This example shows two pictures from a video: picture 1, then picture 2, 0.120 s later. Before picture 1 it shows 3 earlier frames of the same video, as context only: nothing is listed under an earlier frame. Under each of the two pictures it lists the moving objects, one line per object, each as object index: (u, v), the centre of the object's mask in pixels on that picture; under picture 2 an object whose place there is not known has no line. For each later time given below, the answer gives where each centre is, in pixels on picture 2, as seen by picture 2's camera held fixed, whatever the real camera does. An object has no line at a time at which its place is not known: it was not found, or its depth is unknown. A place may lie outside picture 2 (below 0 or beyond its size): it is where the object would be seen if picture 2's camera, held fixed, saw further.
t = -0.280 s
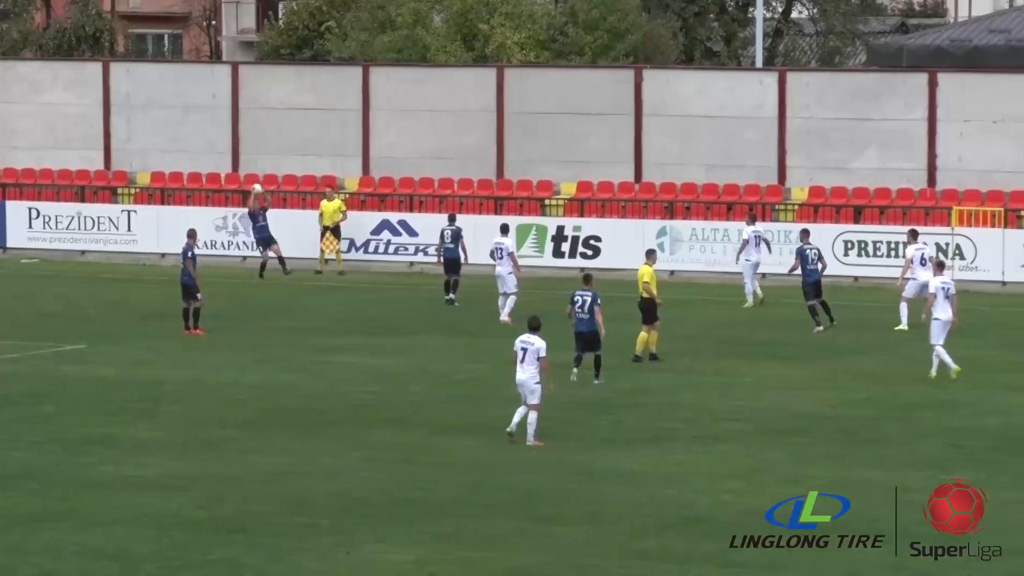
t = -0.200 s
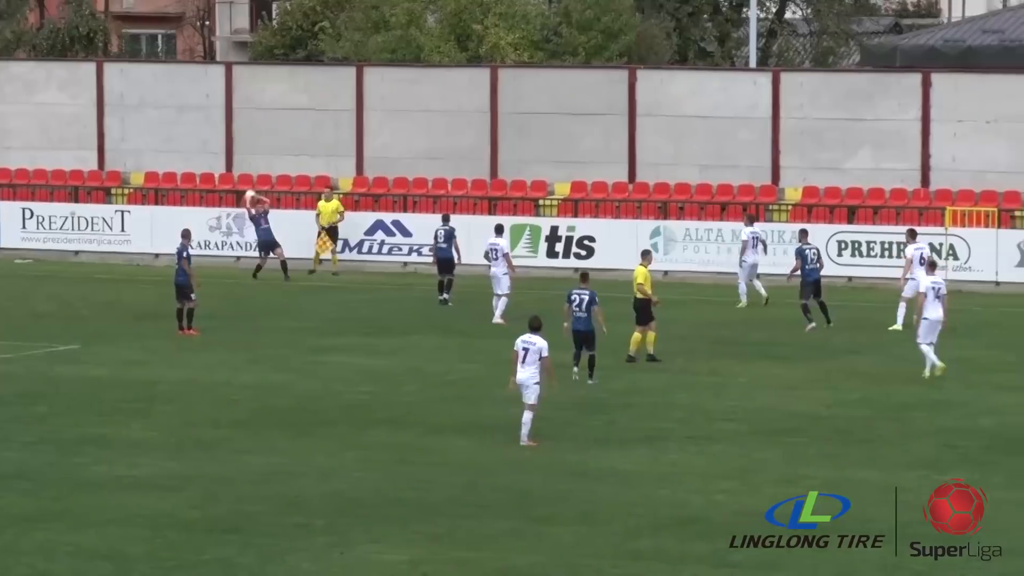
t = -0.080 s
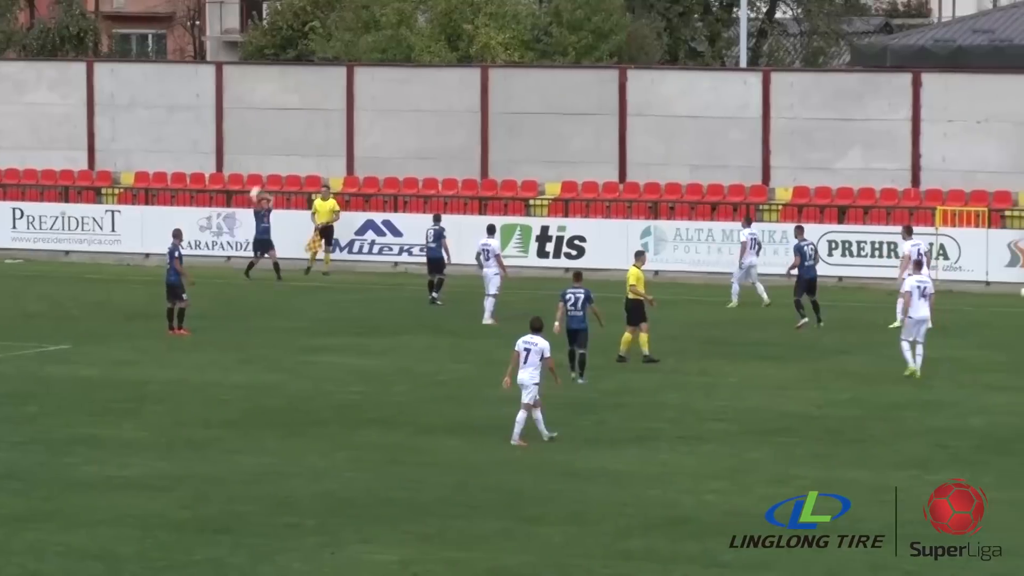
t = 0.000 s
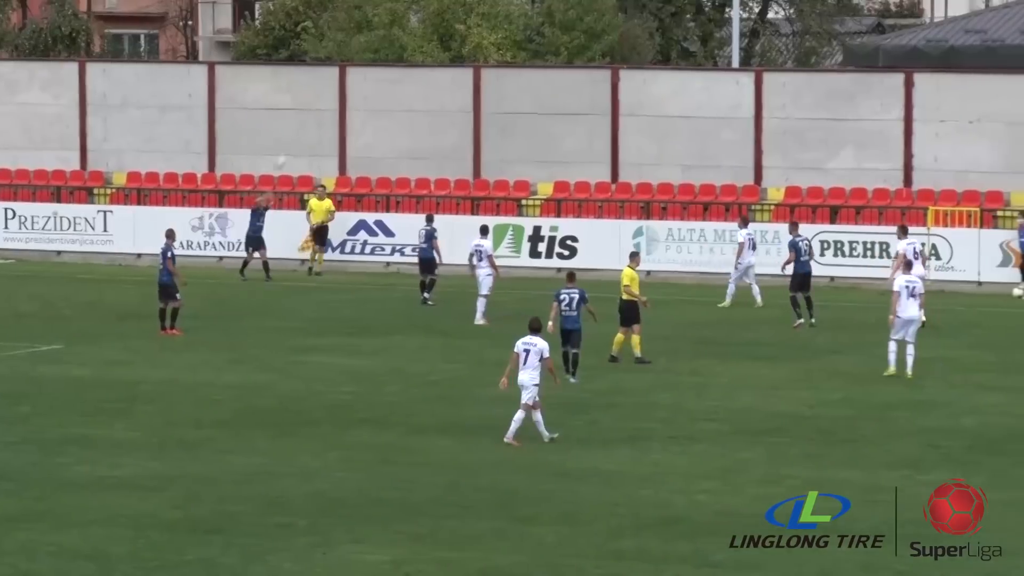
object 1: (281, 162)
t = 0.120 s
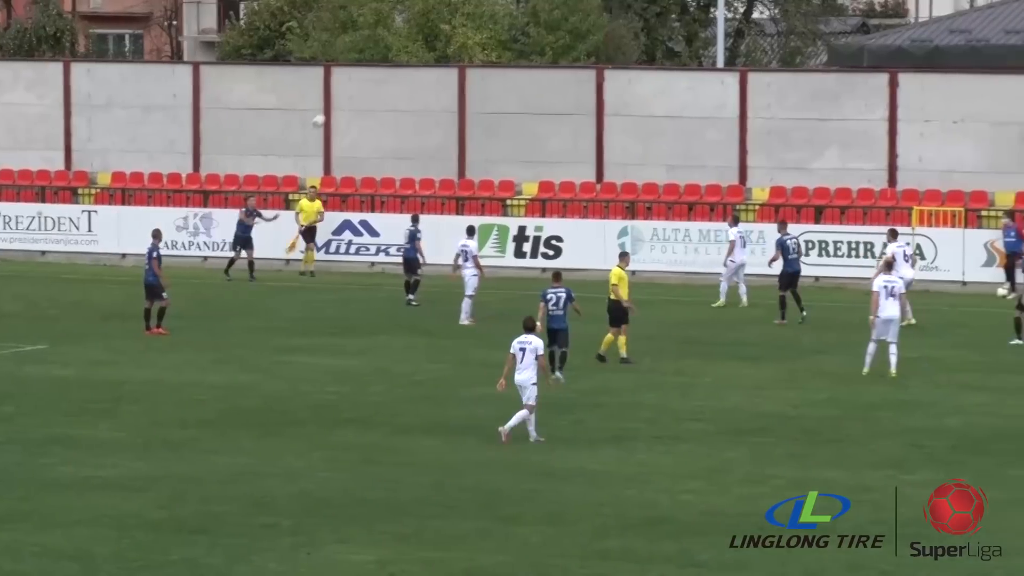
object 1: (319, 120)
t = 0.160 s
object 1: (333, 109)
